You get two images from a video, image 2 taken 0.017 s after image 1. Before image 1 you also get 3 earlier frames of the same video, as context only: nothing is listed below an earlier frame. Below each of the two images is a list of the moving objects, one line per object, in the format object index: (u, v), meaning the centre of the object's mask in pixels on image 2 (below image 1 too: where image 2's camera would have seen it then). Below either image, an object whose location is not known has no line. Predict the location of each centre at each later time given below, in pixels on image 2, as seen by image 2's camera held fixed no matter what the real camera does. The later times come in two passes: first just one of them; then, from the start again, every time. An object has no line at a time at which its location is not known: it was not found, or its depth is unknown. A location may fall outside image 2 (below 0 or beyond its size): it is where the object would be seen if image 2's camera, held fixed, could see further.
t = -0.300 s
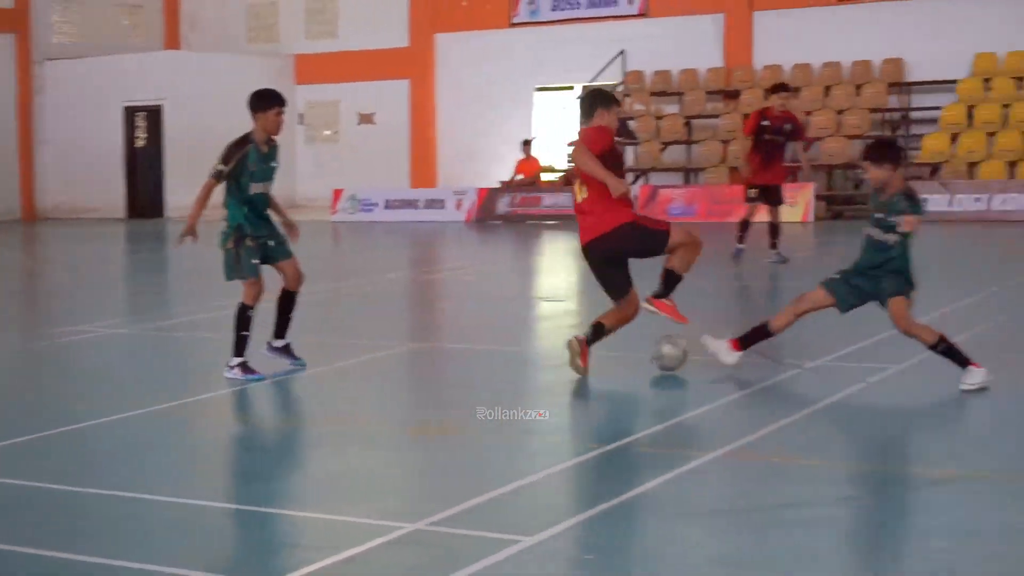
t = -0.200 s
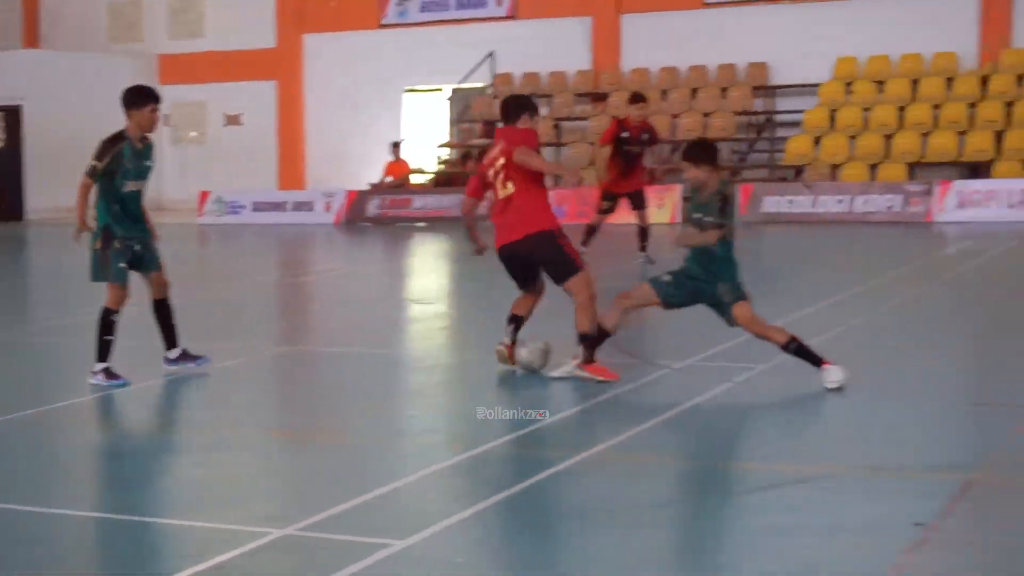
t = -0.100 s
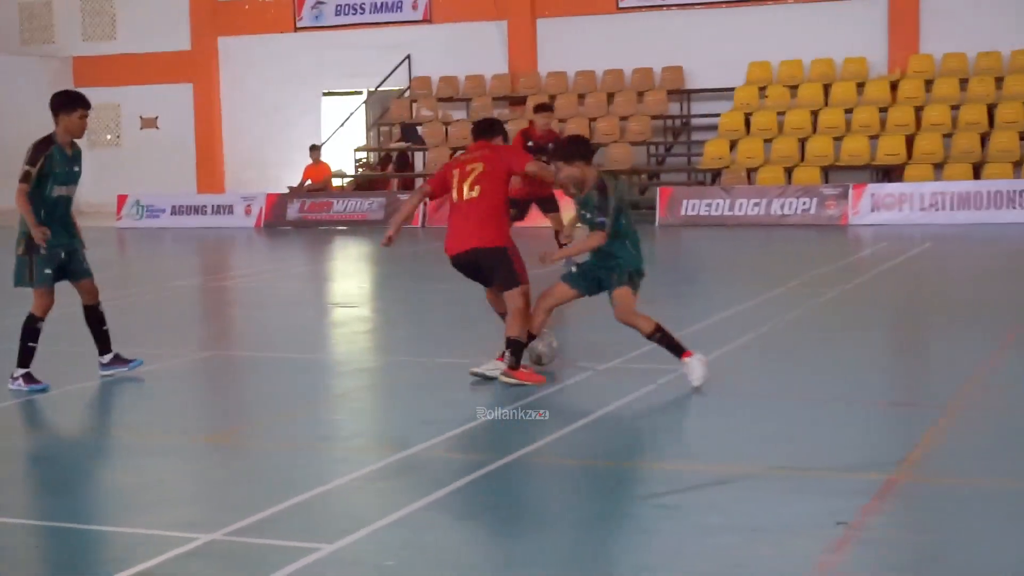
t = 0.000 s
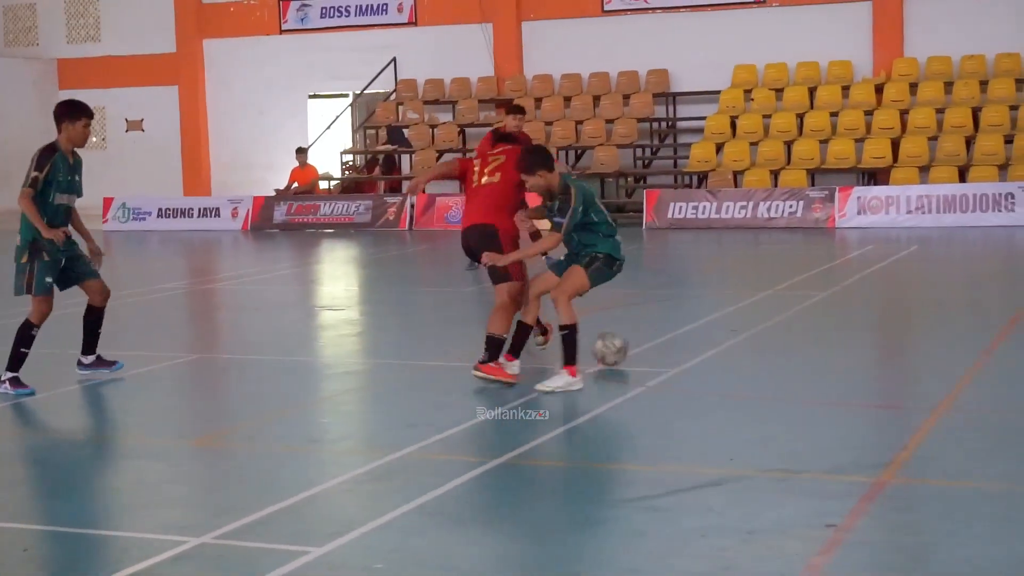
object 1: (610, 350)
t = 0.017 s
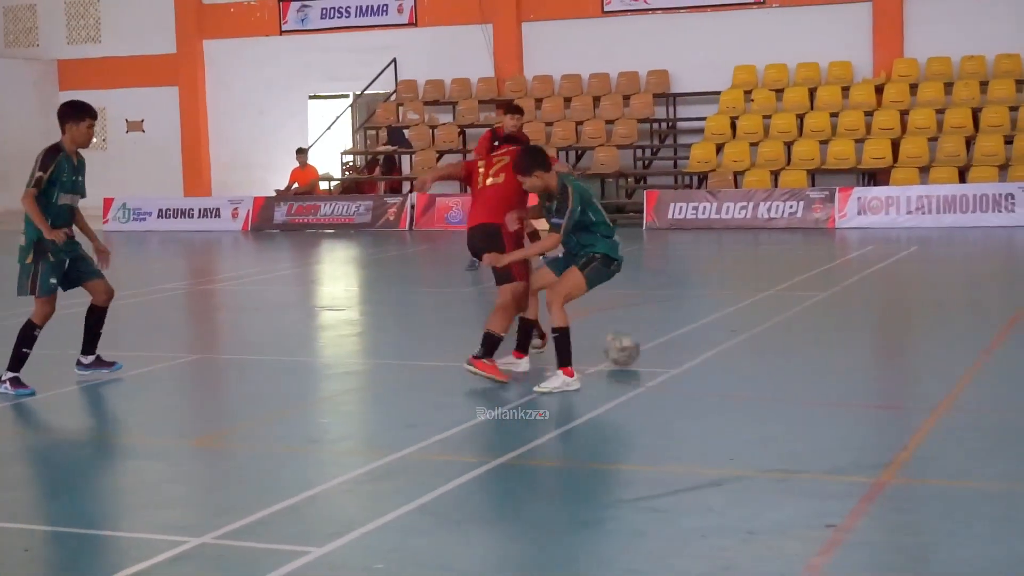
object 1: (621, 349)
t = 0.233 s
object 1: (756, 342)
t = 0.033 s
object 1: (634, 351)
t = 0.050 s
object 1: (646, 351)
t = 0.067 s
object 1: (657, 349)
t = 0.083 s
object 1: (667, 349)
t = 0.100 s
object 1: (677, 347)
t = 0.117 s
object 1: (689, 347)
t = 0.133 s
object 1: (698, 346)
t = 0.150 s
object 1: (709, 346)
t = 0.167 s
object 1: (719, 344)
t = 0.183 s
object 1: (729, 346)
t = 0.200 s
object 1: (738, 343)
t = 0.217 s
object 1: (747, 342)
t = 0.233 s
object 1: (756, 342)
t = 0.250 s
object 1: (765, 340)
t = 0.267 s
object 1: (776, 340)
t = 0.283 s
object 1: (785, 340)
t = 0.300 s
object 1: (796, 340)
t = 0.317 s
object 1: (804, 339)
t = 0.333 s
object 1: (813, 339)
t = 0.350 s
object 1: (821, 338)
